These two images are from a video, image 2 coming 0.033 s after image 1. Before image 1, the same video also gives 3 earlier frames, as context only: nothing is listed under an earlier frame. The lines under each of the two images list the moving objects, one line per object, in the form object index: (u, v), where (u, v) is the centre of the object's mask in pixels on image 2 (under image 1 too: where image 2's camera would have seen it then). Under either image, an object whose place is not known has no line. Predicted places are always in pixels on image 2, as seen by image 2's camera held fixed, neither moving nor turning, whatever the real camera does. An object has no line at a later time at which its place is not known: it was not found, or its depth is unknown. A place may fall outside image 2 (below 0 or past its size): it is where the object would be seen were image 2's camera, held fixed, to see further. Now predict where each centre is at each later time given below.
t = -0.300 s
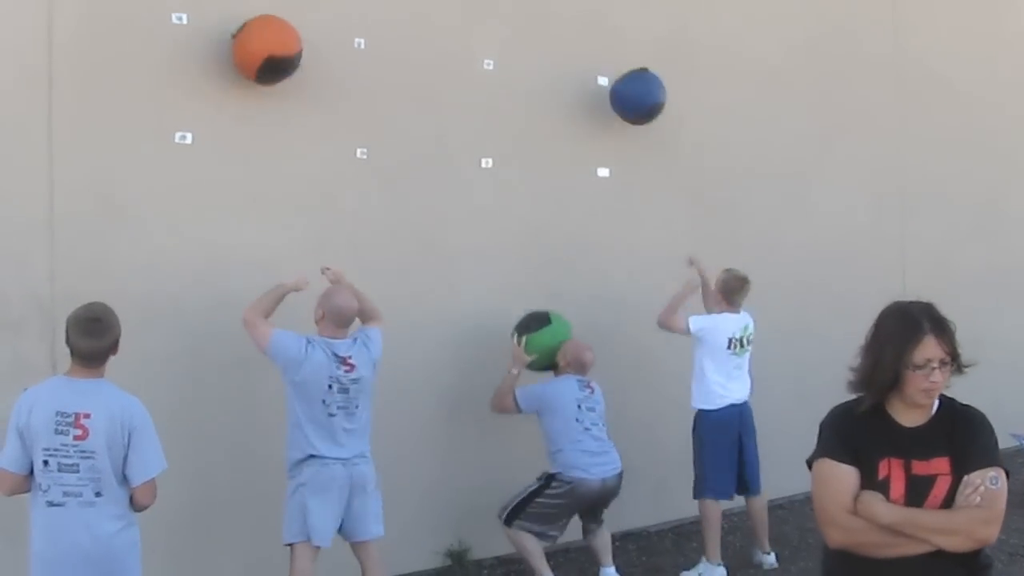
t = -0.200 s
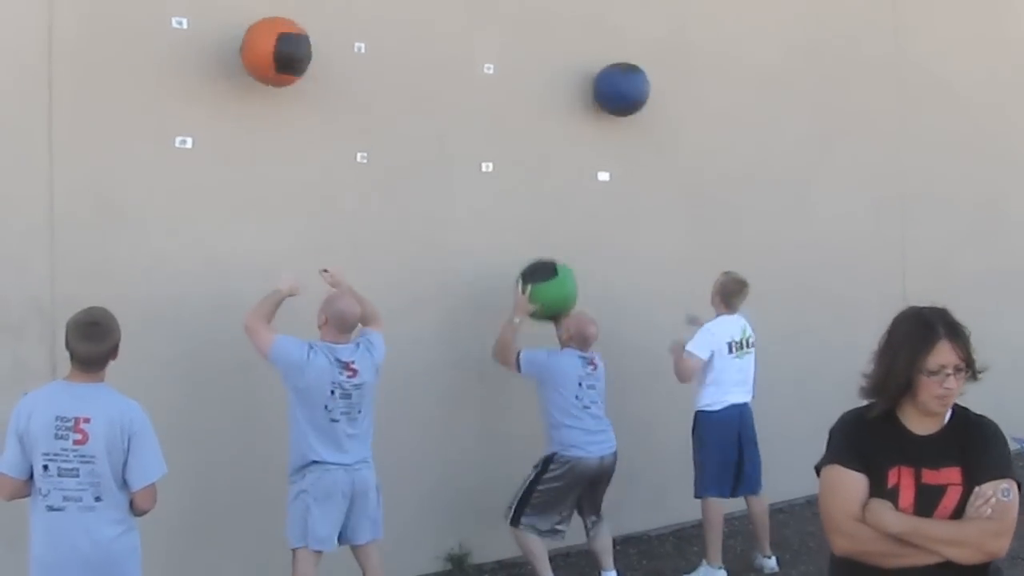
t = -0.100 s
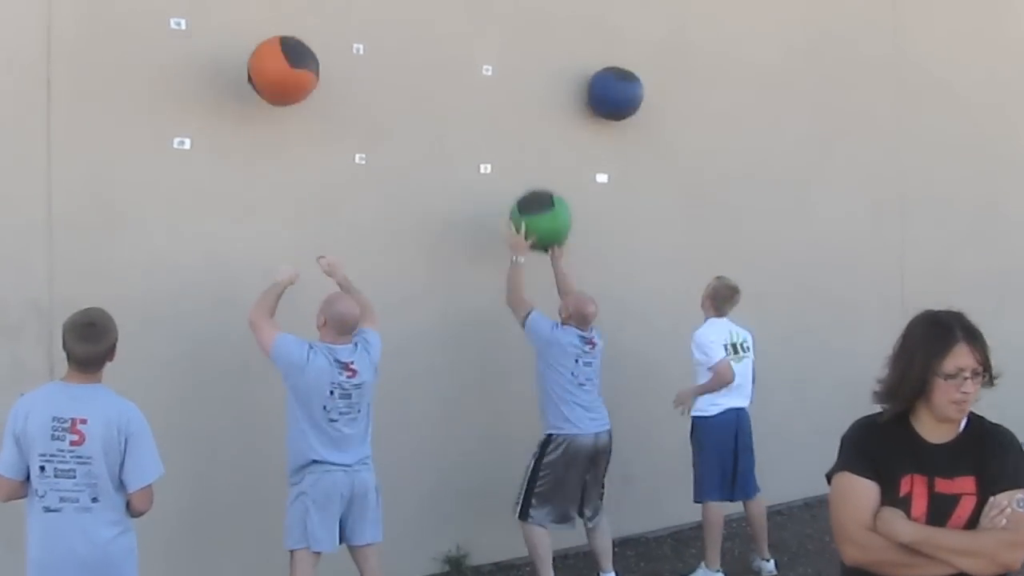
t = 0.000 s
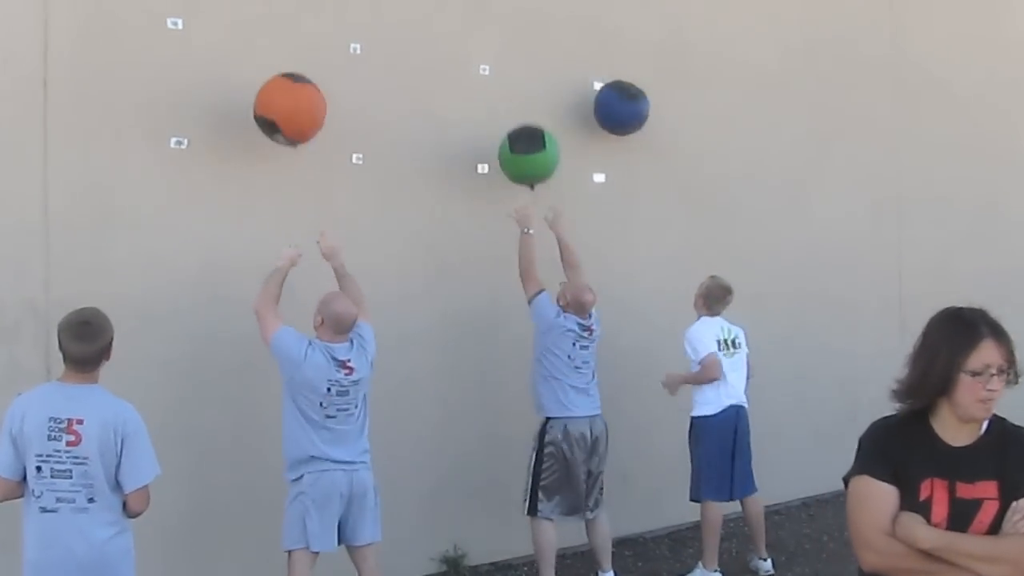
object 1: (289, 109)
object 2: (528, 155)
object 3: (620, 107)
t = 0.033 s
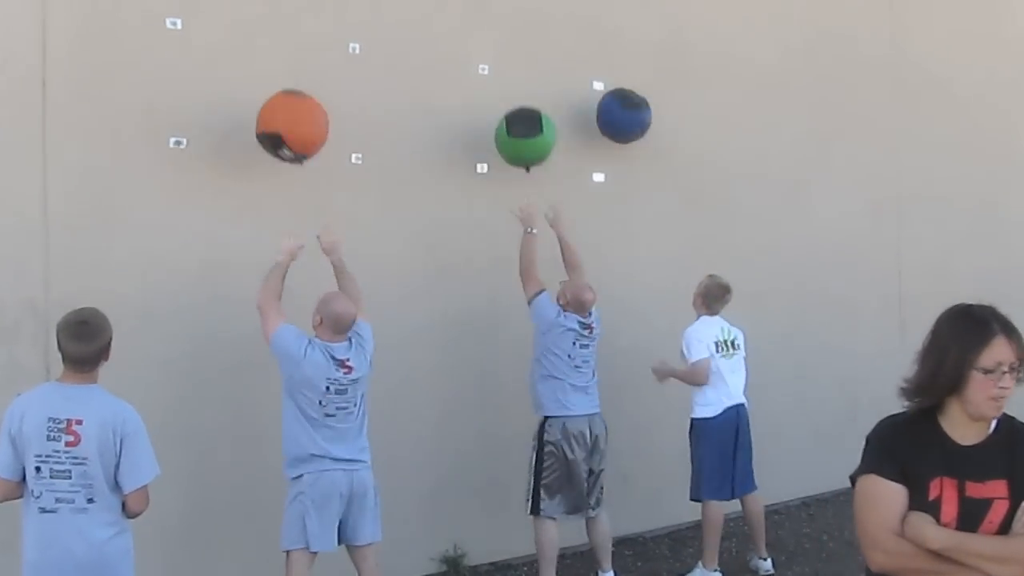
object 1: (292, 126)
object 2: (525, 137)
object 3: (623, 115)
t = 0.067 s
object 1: (295, 146)
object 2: (522, 122)
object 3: (626, 126)
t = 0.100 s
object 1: (299, 168)
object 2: (520, 108)
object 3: (629, 138)
